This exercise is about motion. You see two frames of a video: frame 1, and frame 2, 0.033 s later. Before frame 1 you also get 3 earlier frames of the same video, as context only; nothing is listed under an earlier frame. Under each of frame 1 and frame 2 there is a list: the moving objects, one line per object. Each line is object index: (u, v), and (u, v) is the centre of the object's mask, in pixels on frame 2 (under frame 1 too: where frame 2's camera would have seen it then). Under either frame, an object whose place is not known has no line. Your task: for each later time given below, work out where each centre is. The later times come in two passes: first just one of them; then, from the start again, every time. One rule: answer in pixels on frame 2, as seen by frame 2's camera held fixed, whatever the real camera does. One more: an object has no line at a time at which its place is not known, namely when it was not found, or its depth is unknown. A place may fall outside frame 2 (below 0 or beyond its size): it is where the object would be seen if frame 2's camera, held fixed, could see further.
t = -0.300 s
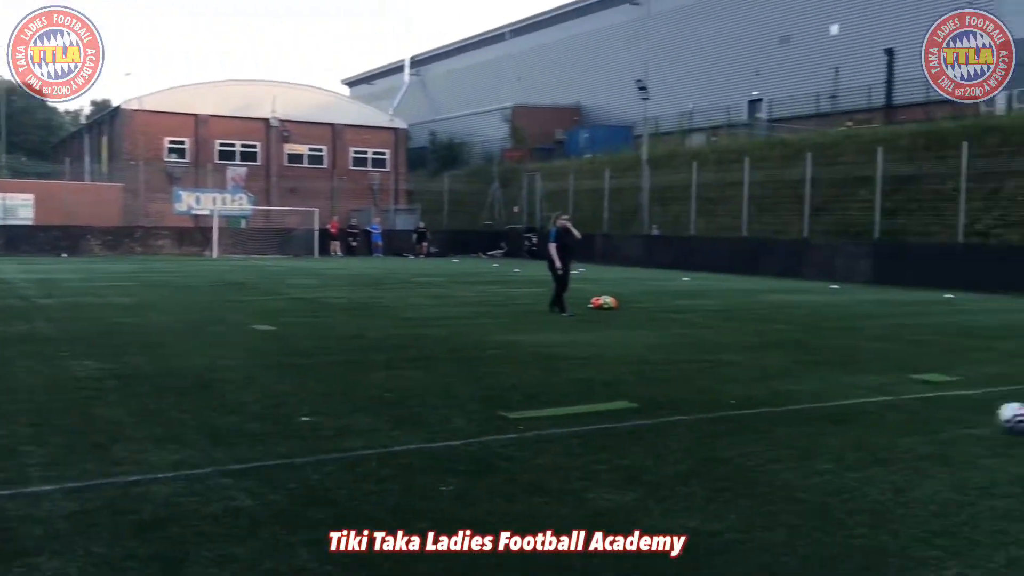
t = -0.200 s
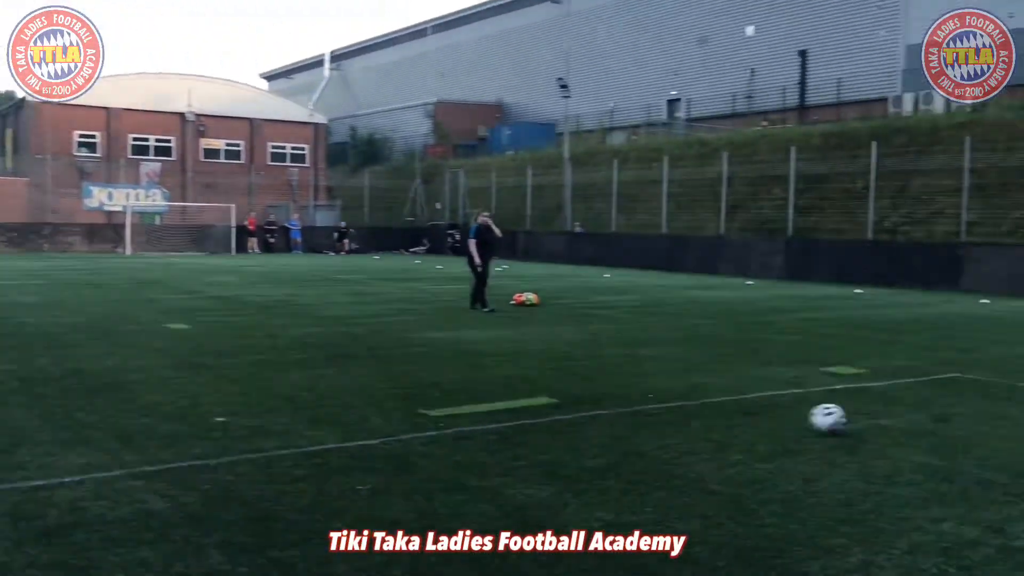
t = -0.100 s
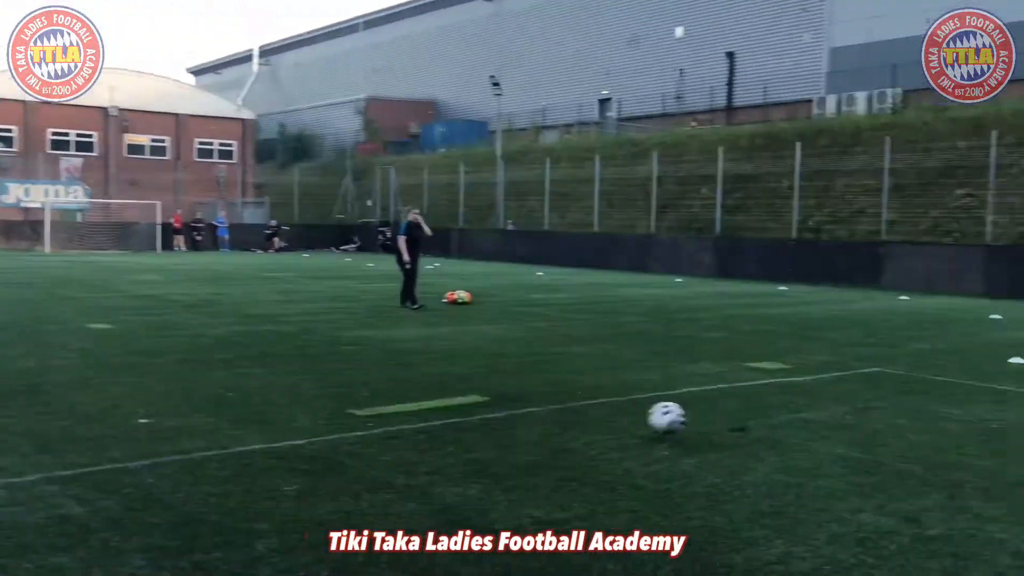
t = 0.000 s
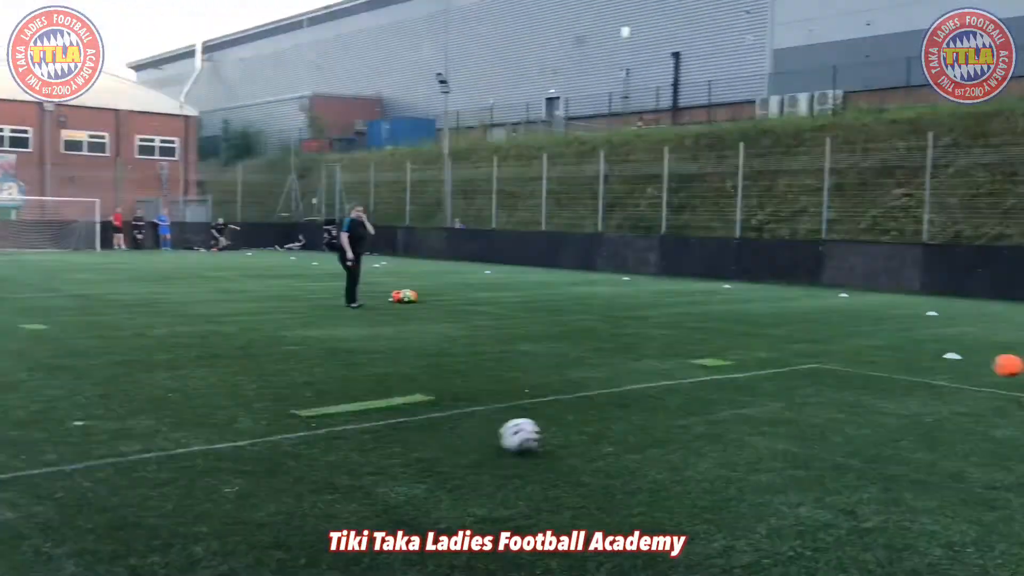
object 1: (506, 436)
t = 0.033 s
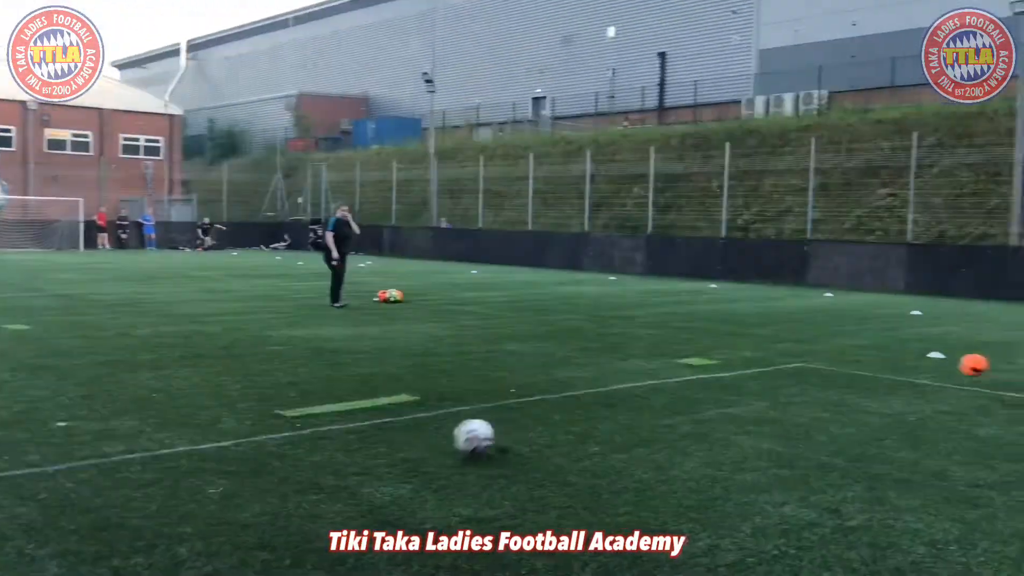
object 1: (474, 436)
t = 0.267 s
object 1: (209, 476)
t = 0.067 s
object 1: (442, 439)
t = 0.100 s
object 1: (408, 443)
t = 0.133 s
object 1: (371, 450)
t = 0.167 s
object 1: (334, 459)
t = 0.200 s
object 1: (294, 470)
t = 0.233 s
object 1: (252, 471)
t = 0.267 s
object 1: (209, 476)
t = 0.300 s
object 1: (163, 482)
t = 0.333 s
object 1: (114, 495)
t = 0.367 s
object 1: (61, 506)
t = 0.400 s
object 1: (9, 514)
